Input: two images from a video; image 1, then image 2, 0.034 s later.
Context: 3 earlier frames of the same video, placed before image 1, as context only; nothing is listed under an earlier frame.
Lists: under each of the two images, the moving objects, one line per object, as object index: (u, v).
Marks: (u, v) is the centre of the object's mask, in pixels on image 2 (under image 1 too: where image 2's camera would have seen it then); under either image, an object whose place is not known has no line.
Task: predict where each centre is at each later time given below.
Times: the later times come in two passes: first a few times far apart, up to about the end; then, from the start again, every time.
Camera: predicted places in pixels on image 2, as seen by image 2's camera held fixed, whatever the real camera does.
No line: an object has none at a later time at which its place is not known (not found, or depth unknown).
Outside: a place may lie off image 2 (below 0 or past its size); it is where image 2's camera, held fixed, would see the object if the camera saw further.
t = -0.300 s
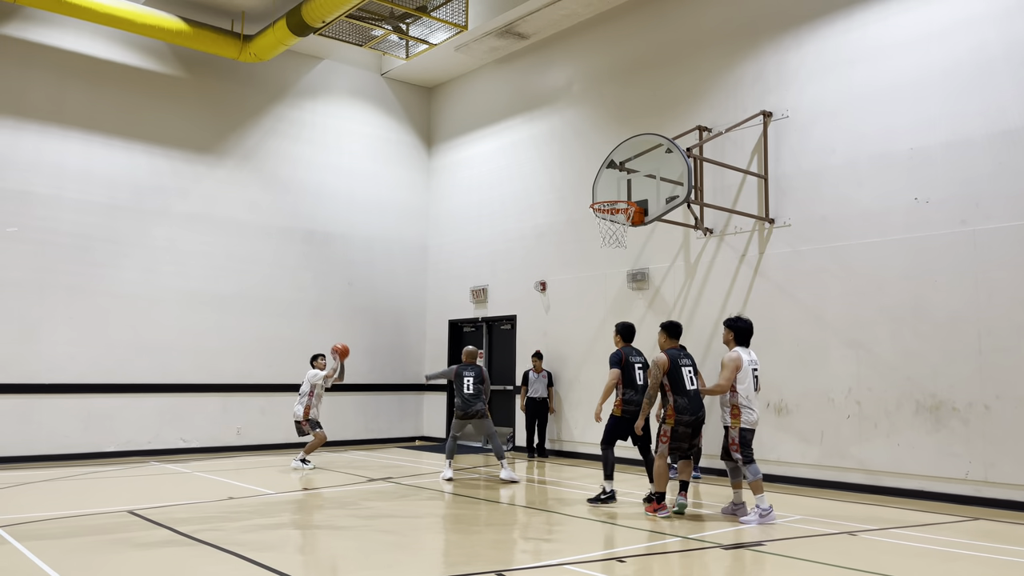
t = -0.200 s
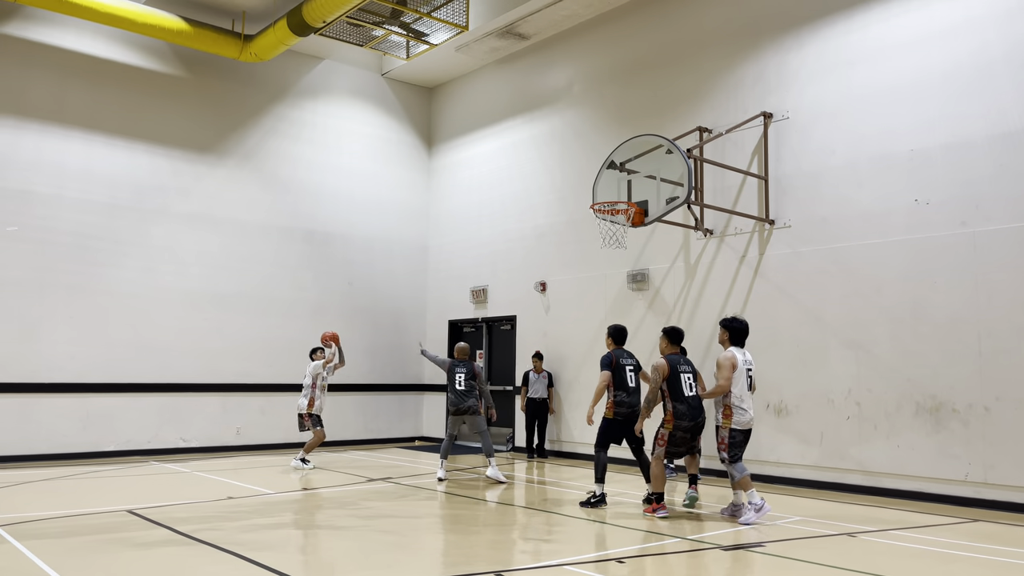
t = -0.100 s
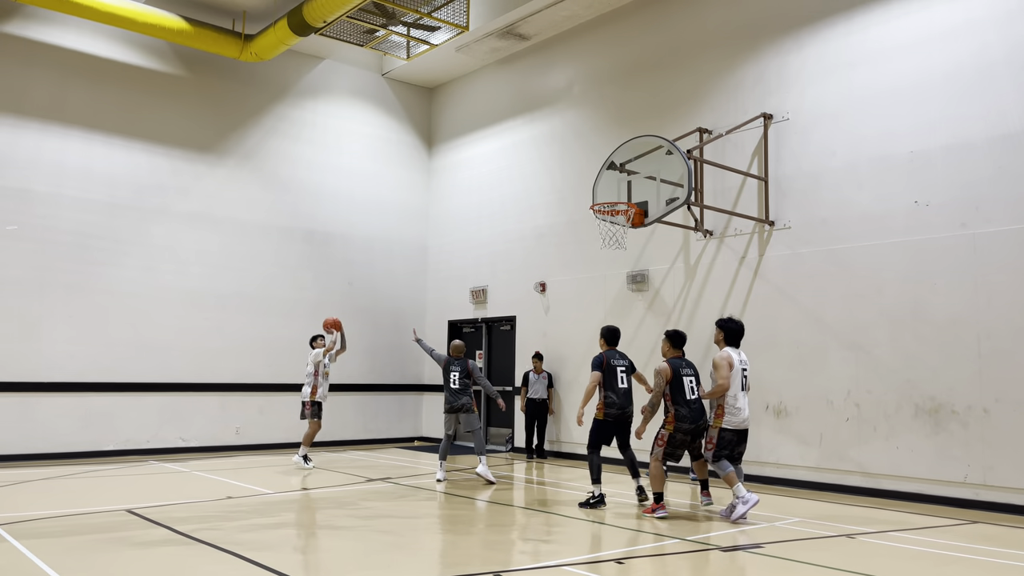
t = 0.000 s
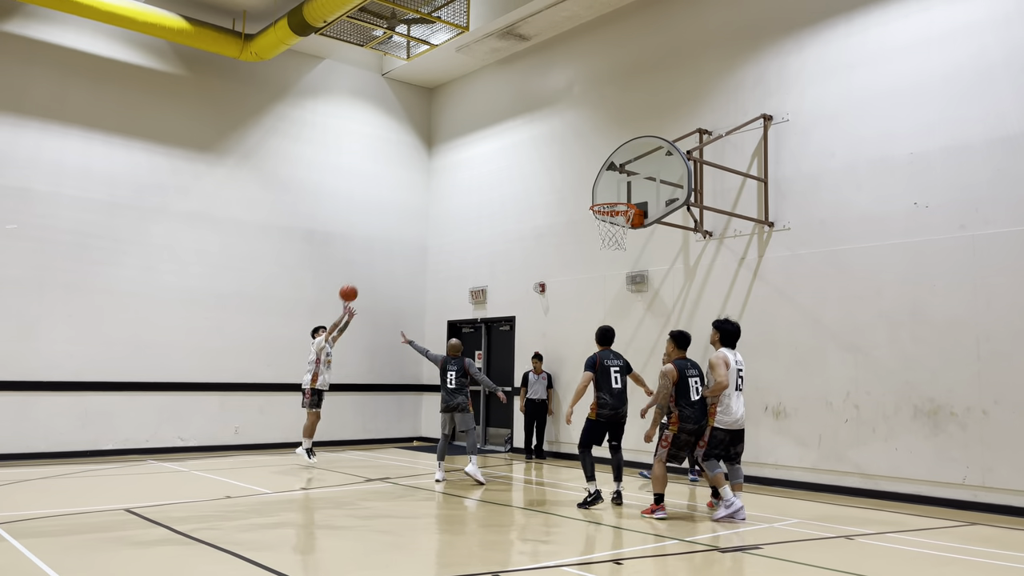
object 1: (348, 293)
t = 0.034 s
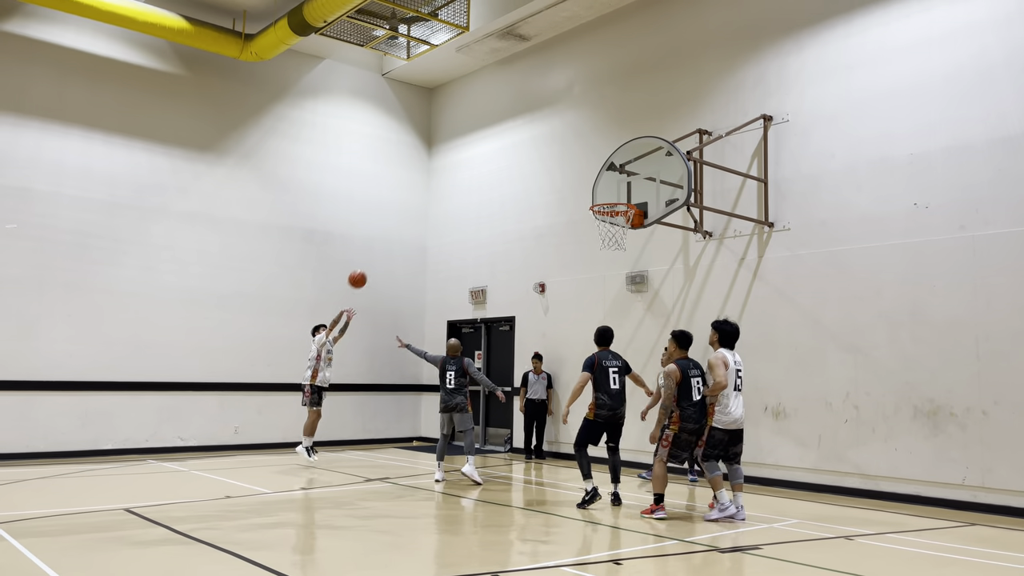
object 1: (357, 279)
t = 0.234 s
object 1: (413, 211)
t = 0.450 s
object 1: (477, 167)
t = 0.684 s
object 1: (551, 159)
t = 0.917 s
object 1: (631, 191)
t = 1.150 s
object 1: (667, 152)
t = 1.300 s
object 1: (692, 153)
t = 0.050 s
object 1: (362, 273)
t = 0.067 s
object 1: (366, 266)
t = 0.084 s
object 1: (371, 260)
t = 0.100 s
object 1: (376, 254)
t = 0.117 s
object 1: (380, 248)
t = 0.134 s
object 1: (385, 242)
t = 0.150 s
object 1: (390, 236)
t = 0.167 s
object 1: (394, 231)
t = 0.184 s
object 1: (399, 226)
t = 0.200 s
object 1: (404, 221)
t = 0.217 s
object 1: (408, 216)
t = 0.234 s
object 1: (413, 211)
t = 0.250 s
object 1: (418, 207)
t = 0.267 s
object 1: (423, 203)
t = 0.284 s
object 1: (427, 198)
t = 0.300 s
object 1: (432, 194)
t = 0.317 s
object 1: (437, 191)
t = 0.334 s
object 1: (442, 187)
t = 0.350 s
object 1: (447, 184)
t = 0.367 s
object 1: (452, 180)
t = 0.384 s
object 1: (457, 177)
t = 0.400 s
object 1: (462, 174)
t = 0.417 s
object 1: (466, 172)
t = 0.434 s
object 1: (472, 169)
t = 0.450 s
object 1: (477, 167)
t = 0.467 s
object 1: (482, 165)
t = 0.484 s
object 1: (487, 163)
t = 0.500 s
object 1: (492, 162)
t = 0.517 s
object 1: (497, 160)
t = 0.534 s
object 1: (503, 159)
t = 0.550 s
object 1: (508, 158)
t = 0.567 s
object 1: (513, 157)
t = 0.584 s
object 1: (519, 157)
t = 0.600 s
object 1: (524, 157)
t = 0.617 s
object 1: (529, 157)
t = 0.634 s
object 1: (535, 157)
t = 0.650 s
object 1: (540, 157)
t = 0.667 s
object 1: (546, 158)
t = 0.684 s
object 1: (551, 159)
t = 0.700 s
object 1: (557, 160)
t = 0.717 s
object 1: (563, 161)
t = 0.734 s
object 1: (568, 163)
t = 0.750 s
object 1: (574, 165)
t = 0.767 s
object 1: (580, 167)
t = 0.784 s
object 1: (586, 169)
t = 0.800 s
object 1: (592, 172)
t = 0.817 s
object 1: (598, 175)
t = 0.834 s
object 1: (604, 178)
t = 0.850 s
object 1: (610, 181)
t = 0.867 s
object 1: (616, 185)
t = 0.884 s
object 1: (622, 190)
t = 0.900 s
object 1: (628, 193)
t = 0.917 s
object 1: (631, 191)
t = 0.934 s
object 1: (633, 187)
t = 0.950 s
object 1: (636, 183)
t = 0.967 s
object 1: (638, 179)
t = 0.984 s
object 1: (641, 175)
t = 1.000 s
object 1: (644, 171)
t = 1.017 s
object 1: (646, 168)
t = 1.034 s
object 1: (649, 165)
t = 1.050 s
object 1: (651, 162)
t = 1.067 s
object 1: (654, 160)
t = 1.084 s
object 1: (656, 158)
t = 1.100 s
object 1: (659, 156)
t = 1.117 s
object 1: (662, 154)
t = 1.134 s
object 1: (664, 153)
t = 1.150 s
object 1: (667, 152)
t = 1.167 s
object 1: (670, 150)
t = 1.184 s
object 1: (672, 150)
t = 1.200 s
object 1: (675, 149)
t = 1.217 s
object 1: (678, 149)
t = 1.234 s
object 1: (680, 149)
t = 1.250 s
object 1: (683, 150)
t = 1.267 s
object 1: (686, 150)
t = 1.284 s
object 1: (689, 151)
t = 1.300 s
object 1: (692, 153)
